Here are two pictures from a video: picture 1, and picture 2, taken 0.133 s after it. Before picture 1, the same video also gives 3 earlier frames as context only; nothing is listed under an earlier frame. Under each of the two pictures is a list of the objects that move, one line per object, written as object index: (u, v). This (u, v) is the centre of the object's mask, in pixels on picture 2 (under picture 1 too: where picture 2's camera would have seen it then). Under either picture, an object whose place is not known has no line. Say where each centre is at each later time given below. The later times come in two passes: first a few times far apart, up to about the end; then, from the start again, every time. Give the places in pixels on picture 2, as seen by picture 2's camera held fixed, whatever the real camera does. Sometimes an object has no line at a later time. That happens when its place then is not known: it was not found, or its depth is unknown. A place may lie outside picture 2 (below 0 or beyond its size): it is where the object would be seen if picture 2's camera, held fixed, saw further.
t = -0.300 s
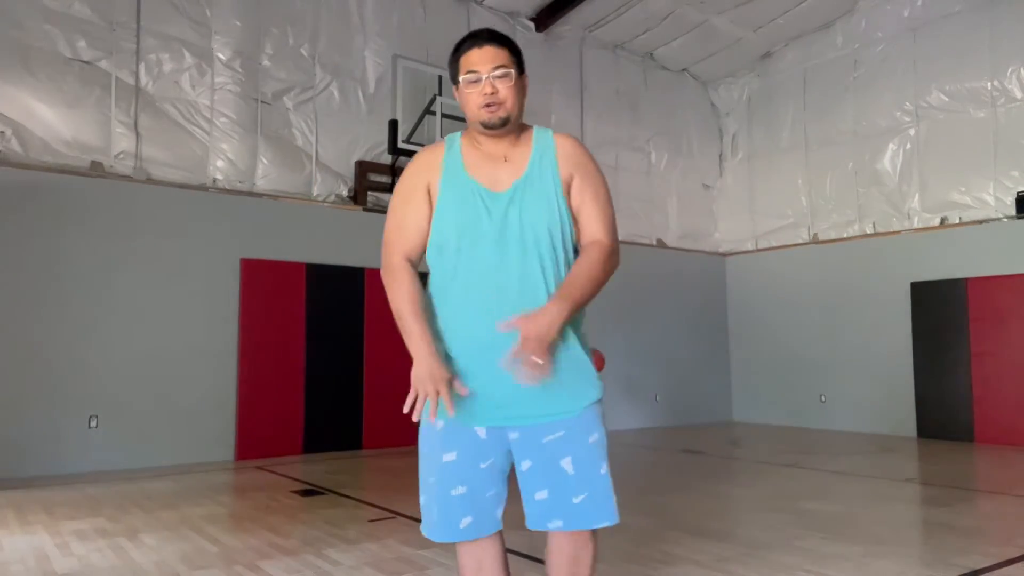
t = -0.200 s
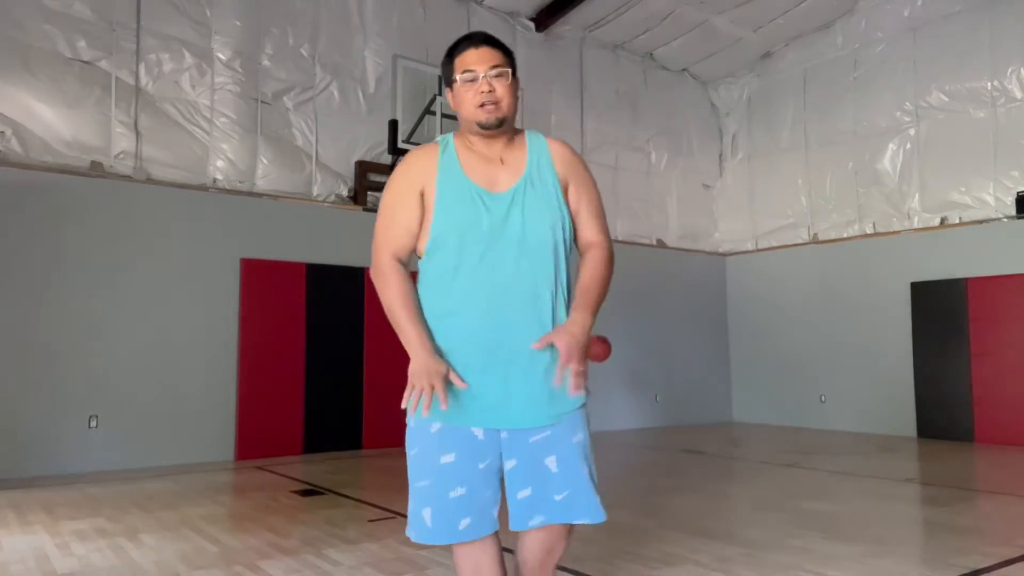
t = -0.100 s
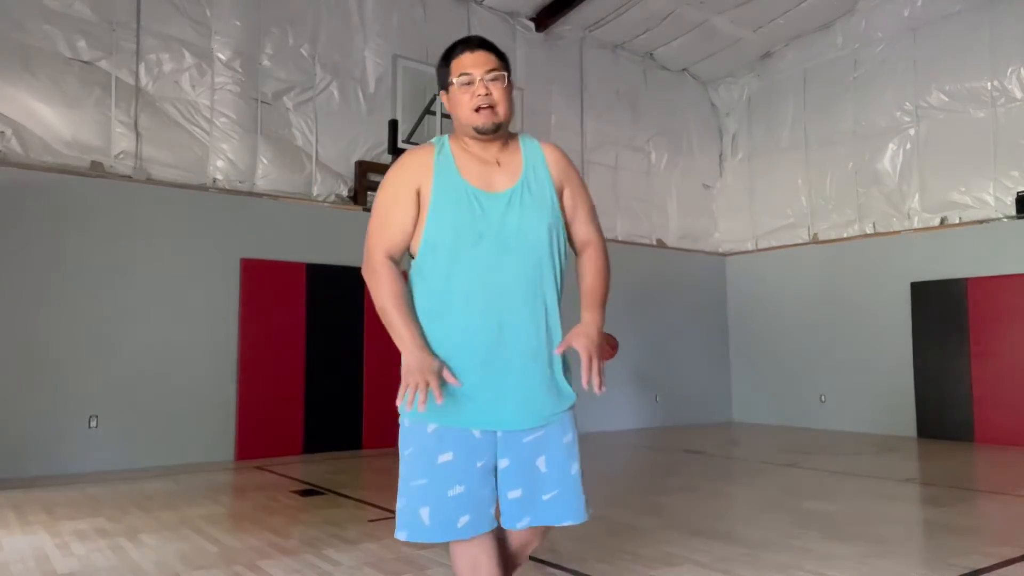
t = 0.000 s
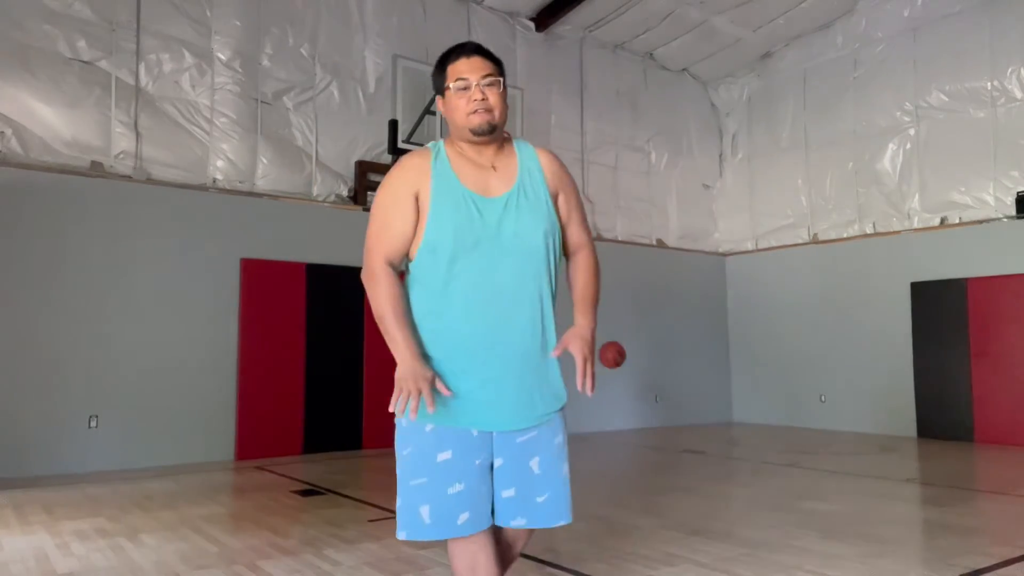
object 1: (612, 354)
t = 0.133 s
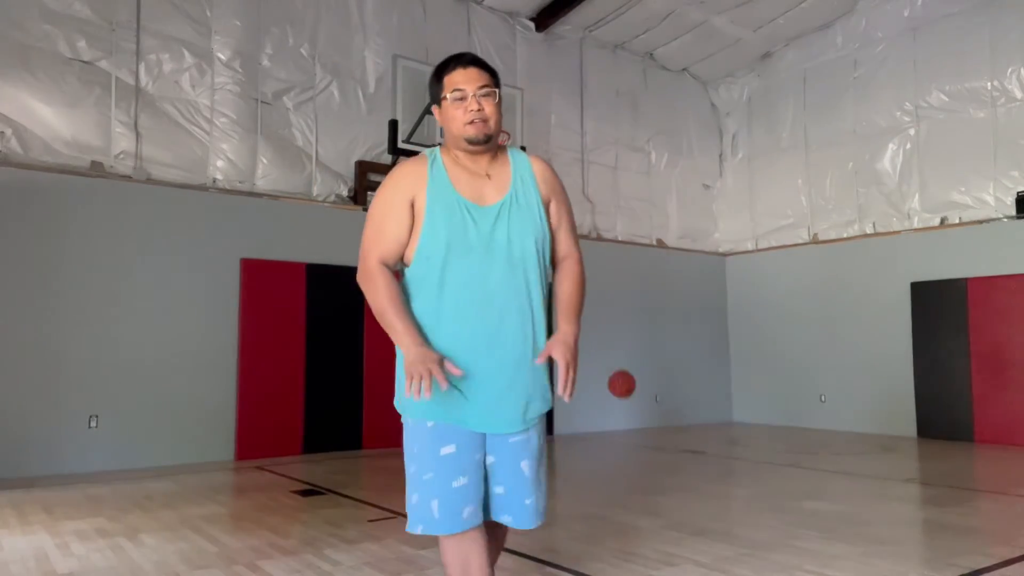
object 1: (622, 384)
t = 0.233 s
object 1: (629, 420)
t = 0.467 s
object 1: (645, 405)
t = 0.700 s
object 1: (662, 387)
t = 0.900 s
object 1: (677, 423)
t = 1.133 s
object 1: (695, 426)
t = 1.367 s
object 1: (714, 418)
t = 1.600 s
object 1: (734, 453)
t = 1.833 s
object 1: (752, 435)
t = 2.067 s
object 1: (773, 455)
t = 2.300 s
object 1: (793, 456)
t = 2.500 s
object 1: (812, 458)
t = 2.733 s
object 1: (834, 465)
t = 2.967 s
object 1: (856, 470)
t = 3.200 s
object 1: (879, 476)
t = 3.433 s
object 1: (901, 479)
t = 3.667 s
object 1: (926, 483)
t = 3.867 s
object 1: (947, 485)
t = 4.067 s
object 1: (967, 486)
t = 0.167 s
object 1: (624, 395)
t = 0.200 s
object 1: (627, 407)
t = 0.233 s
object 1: (629, 420)
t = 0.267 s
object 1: (632, 436)
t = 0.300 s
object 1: (635, 451)
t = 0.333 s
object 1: (637, 444)
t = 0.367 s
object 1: (639, 433)
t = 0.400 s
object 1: (641, 422)
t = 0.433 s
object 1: (643, 413)
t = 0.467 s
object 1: (645, 405)
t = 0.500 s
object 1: (648, 399)
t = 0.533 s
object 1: (650, 394)
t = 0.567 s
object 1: (652, 390)
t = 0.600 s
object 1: (655, 387)
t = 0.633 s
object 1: (657, 386)
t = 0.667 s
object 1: (659, 386)
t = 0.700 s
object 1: (662, 387)
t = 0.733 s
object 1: (664, 389)
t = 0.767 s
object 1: (667, 393)
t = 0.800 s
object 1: (669, 399)
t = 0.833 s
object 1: (672, 405)
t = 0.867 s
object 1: (675, 414)
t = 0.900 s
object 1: (677, 423)
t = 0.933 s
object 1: (680, 434)
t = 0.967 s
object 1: (683, 446)
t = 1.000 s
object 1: (685, 459)
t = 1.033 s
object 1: (688, 449)
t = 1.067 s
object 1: (691, 440)
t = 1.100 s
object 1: (693, 432)
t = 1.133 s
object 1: (695, 426)
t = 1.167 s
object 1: (698, 420)
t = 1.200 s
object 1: (700, 416)
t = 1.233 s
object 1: (703, 414)
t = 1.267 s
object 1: (705, 413)
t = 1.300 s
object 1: (708, 413)
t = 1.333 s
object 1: (711, 415)
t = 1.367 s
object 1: (714, 418)
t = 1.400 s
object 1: (716, 423)
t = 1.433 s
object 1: (719, 429)
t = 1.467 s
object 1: (723, 436)
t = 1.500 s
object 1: (725, 445)
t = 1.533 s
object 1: (729, 455)
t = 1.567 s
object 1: (731, 461)
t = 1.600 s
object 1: (734, 453)
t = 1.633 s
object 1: (736, 446)
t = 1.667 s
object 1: (739, 440)
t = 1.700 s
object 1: (741, 437)
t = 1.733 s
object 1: (744, 434)
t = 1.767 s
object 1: (746, 433)
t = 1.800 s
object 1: (749, 433)
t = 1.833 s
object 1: (752, 435)
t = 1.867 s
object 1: (755, 438)
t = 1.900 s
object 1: (758, 443)
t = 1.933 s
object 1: (761, 449)
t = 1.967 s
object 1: (764, 457)
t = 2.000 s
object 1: (767, 466)
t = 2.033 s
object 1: (770, 462)
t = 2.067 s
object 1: (773, 455)
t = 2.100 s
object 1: (775, 451)
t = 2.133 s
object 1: (778, 448)
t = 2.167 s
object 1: (781, 447)
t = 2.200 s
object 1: (784, 447)
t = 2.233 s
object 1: (787, 449)
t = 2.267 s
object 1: (790, 451)
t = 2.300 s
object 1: (793, 456)
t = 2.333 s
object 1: (796, 462)
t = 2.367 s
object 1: (799, 470)
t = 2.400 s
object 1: (802, 465)
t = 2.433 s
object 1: (805, 461)
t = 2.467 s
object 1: (808, 459)
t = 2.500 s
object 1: (812, 458)
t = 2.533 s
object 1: (815, 458)
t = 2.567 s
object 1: (818, 460)
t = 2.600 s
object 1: (821, 463)
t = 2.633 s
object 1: (825, 469)
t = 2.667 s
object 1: (828, 472)
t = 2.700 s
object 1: (831, 468)
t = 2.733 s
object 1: (834, 465)
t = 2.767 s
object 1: (837, 465)
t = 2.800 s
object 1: (840, 466)
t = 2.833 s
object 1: (843, 468)
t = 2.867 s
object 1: (847, 472)
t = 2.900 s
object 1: (850, 474)
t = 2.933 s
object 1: (853, 471)
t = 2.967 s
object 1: (856, 470)
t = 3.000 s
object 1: (859, 470)
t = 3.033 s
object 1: (862, 472)
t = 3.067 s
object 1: (866, 476)
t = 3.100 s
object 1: (869, 475)
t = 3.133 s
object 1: (872, 473)
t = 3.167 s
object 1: (875, 474)
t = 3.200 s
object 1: (879, 476)
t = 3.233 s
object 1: (882, 477)
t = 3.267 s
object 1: (885, 476)
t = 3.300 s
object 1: (889, 476)
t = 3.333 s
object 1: (892, 478)
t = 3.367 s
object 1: (895, 479)
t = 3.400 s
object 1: (899, 478)
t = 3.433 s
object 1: (901, 479)
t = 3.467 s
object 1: (904, 479)
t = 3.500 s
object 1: (908, 480)
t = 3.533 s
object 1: (912, 481)
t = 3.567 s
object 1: (915, 481)
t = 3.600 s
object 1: (919, 481)
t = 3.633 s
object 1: (922, 482)
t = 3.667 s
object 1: (926, 483)
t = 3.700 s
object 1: (929, 484)
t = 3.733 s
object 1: (933, 484)
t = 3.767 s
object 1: (937, 484)
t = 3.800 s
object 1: (940, 485)
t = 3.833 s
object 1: (943, 485)
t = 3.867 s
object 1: (947, 485)
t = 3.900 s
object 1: (950, 486)
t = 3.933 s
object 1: (954, 485)
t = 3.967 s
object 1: (957, 486)
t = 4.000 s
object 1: (962, 486)
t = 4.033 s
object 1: (964, 486)
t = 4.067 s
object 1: (967, 486)
